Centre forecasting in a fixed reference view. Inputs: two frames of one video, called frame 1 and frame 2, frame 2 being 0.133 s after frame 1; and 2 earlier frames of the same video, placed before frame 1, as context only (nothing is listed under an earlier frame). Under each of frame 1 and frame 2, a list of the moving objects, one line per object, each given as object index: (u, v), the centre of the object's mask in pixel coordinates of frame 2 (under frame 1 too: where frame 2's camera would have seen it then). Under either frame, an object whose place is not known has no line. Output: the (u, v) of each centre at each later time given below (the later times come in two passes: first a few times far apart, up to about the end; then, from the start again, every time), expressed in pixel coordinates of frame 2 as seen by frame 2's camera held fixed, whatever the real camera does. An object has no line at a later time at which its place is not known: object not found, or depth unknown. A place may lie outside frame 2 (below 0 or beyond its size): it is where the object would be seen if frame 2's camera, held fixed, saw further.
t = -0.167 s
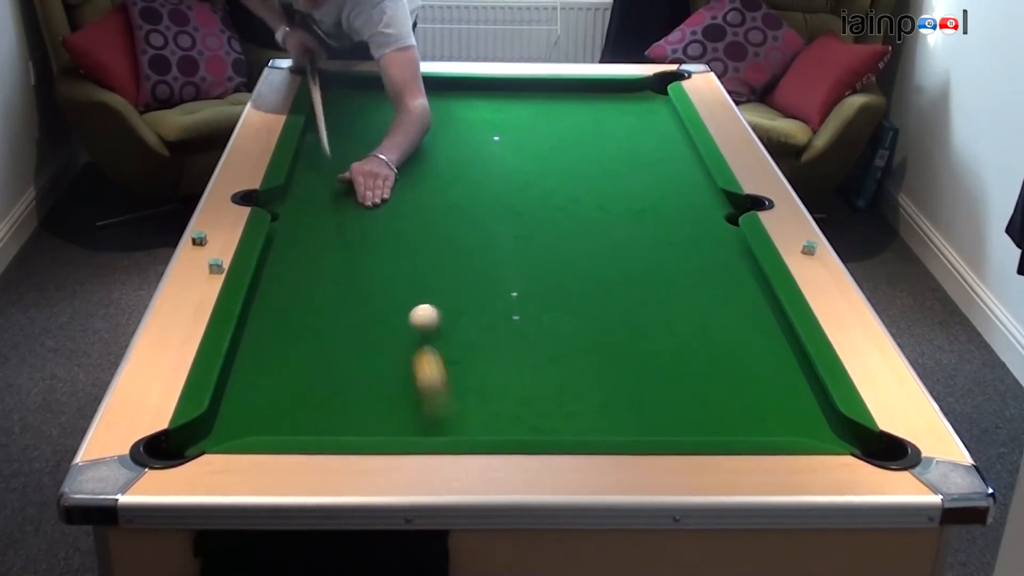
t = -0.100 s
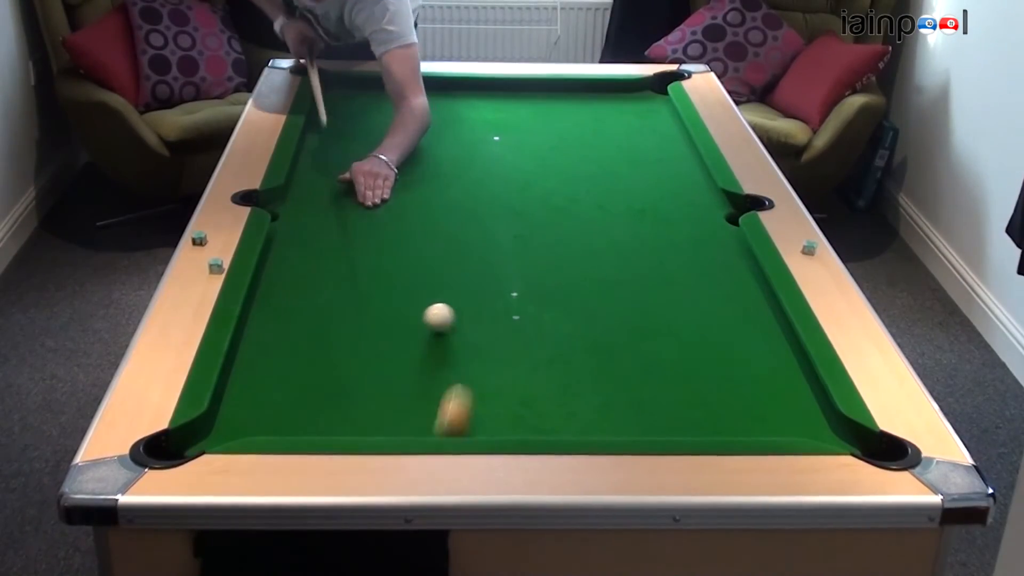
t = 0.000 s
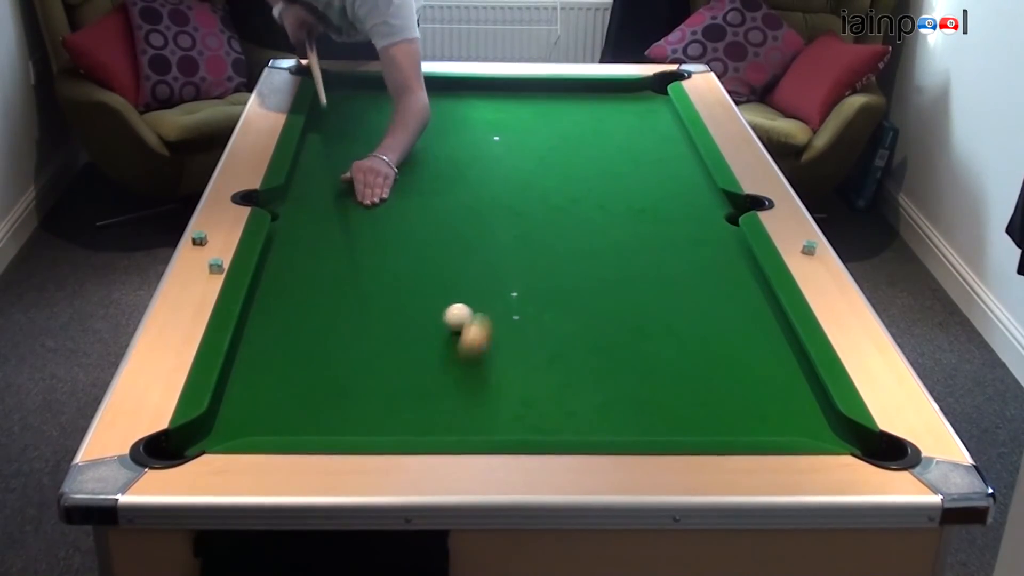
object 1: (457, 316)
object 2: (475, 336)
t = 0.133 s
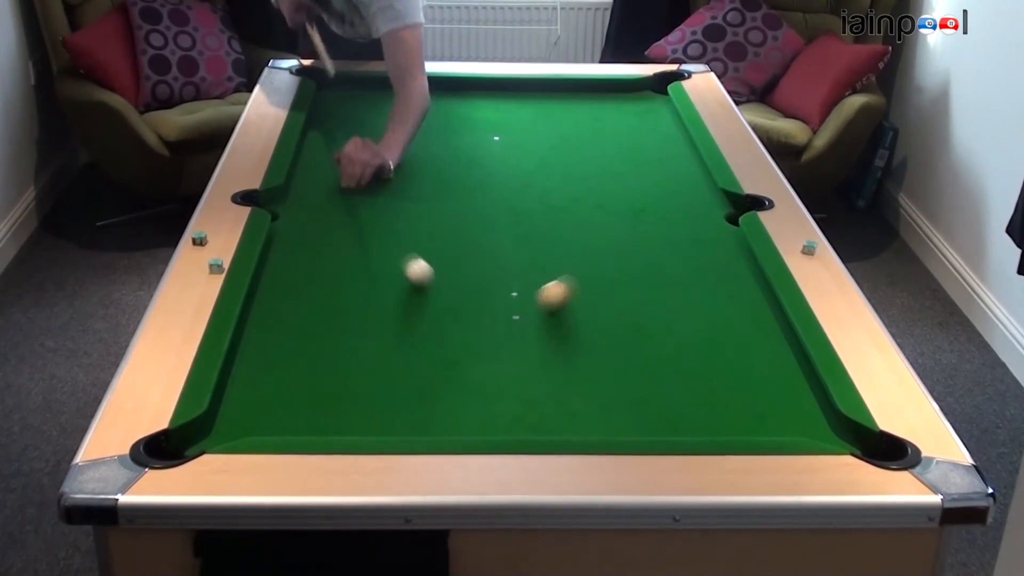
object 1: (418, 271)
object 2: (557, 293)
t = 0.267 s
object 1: (388, 235)
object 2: (620, 256)
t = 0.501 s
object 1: (345, 183)
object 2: (712, 200)
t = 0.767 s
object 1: (311, 138)
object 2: (597, 201)
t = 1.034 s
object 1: (343, 108)
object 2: (477, 204)
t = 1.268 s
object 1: (367, 85)
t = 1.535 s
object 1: (388, 97)
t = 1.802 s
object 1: (409, 115)
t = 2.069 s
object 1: (431, 134)
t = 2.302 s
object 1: (450, 151)
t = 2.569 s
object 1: (473, 171)
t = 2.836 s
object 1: (496, 190)
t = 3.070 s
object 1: (515, 208)
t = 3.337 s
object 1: (539, 227)
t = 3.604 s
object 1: (561, 246)
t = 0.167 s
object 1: (409, 261)
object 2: (573, 285)
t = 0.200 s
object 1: (402, 251)
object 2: (589, 274)
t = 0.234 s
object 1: (395, 243)
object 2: (604, 265)
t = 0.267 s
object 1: (388, 235)
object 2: (620, 256)
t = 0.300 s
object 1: (381, 227)
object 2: (634, 246)
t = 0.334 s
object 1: (375, 220)
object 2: (648, 239)
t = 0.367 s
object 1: (368, 212)
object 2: (663, 230)
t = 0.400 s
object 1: (362, 204)
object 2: (676, 222)
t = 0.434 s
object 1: (357, 198)
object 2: (688, 215)
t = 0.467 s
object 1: (351, 190)
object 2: (702, 207)
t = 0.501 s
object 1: (345, 183)
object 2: (712, 200)
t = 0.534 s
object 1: (341, 178)
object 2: (710, 196)
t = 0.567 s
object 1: (335, 171)
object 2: (691, 197)
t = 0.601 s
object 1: (330, 165)
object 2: (674, 198)
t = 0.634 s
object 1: (325, 159)
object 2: (659, 198)
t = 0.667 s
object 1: (320, 153)
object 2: (643, 199)
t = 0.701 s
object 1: (316, 148)
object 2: (628, 200)
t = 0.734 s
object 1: (312, 143)
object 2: (612, 201)
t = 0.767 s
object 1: (311, 138)
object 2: (597, 201)
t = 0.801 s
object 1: (315, 134)
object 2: (581, 201)
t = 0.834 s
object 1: (319, 130)
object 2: (567, 201)
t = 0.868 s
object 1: (324, 126)
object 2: (551, 202)
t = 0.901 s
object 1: (328, 121)
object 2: (536, 202)
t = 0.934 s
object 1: (332, 118)
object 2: (522, 202)
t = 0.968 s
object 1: (336, 114)
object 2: (506, 203)
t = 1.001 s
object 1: (340, 111)
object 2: (491, 203)
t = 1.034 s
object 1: (343, 108)
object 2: (477, 204)
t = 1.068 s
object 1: (347, 104)
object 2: (460, 204)
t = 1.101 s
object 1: (350, 101)
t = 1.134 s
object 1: (354, 98)
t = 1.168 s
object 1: (357, 94)
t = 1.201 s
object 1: (361, 91)
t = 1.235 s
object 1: (364, 88)
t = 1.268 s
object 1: (367, 85)
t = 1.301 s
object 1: (370, 83)
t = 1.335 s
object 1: (372, 84)
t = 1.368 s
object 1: (375, 86)
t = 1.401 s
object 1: (378, 89)
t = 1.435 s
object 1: (380, 91)
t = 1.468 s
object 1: (383, 93)
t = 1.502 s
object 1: (385, 95)
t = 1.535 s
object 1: (388, 97)
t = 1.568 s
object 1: (391, 100)
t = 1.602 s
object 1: (393, 102)
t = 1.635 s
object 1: (396, 104)
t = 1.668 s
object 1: (399, 107)
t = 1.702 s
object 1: (401, 108)
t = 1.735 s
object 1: (404, 111)
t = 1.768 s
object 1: (407, 113)
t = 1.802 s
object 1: (409, 115)
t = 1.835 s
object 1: (412, 118)
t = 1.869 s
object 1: (415, 120)
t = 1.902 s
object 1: (418, 123)
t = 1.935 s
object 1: (420, 125)
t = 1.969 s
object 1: (423, 127)
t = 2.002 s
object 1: (426, 130)
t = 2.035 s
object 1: (428, 132)
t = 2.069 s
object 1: (431, 134)
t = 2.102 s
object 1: (434, 136)
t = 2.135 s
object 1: (437, 139)
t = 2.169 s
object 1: (439, 141)
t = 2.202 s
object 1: (442, 144)
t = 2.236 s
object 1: (445, 146)
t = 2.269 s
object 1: (447, 149)
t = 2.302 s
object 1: (450, 151)
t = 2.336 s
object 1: (453, 153)
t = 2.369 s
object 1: (456, 156)
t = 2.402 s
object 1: (459, 158)
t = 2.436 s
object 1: (461, 160)
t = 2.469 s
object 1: (464, 163)
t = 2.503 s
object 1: (467, 165)
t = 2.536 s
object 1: (470, 168)
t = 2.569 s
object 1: (473, 171)
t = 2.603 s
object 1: (476, 173)
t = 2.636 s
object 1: (478, 176)
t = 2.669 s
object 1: (481, 178)
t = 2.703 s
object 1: (484, 180)
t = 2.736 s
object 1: (487, 183)
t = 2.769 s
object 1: (490, 185)
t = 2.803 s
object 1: (493, 188)
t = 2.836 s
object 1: (496, 190)
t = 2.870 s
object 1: (499, 193)
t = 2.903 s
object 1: (501, 195)
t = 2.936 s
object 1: (505, 198)
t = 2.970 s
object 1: (507, 200)
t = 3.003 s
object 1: (510, 203)
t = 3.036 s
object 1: (513, 205)
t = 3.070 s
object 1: (515, 208)
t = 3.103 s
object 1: (519, 210)
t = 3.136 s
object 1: (522, 212)
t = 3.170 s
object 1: (524, 215)
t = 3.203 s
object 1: (527, 218)
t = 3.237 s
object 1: (530, 220)
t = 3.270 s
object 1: (533, 222)
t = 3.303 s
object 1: (536, 225)
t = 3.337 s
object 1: (539, 227)
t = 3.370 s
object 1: (541, 230)
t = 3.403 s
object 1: (544, 232)
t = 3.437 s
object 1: (547, 234)
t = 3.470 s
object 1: (550, 237)
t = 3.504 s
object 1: (553, 239)
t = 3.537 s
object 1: (555, 241)
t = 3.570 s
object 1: (558, 244)
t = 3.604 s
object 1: (561, 246)
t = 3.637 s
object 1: (564, 248)
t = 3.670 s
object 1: (567, 251)
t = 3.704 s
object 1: (570, 253)
